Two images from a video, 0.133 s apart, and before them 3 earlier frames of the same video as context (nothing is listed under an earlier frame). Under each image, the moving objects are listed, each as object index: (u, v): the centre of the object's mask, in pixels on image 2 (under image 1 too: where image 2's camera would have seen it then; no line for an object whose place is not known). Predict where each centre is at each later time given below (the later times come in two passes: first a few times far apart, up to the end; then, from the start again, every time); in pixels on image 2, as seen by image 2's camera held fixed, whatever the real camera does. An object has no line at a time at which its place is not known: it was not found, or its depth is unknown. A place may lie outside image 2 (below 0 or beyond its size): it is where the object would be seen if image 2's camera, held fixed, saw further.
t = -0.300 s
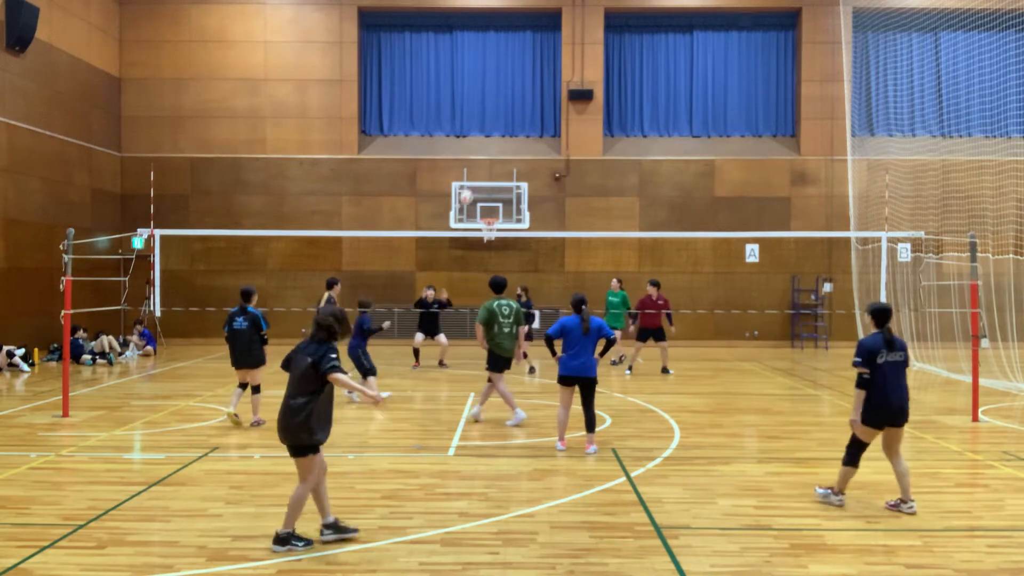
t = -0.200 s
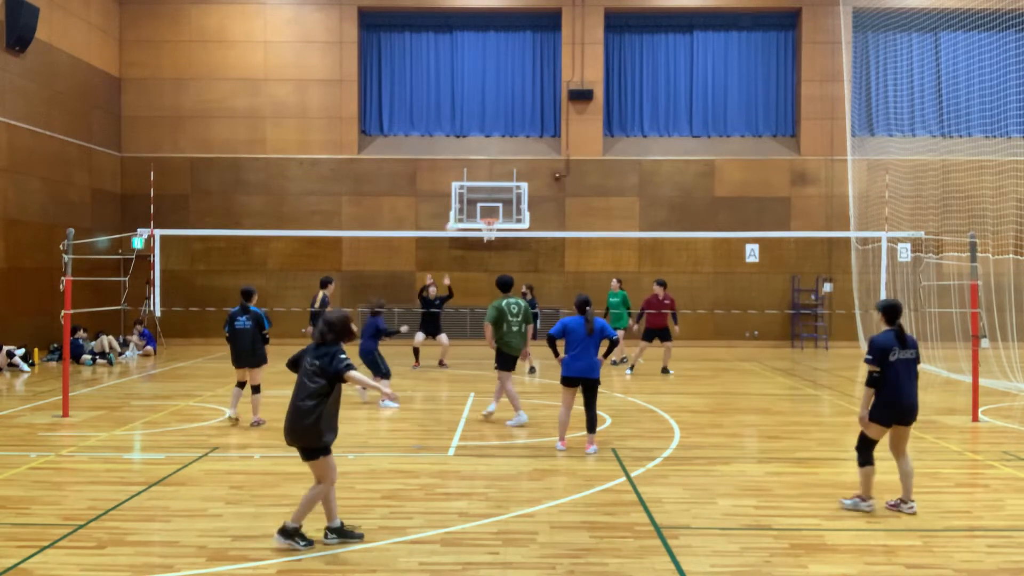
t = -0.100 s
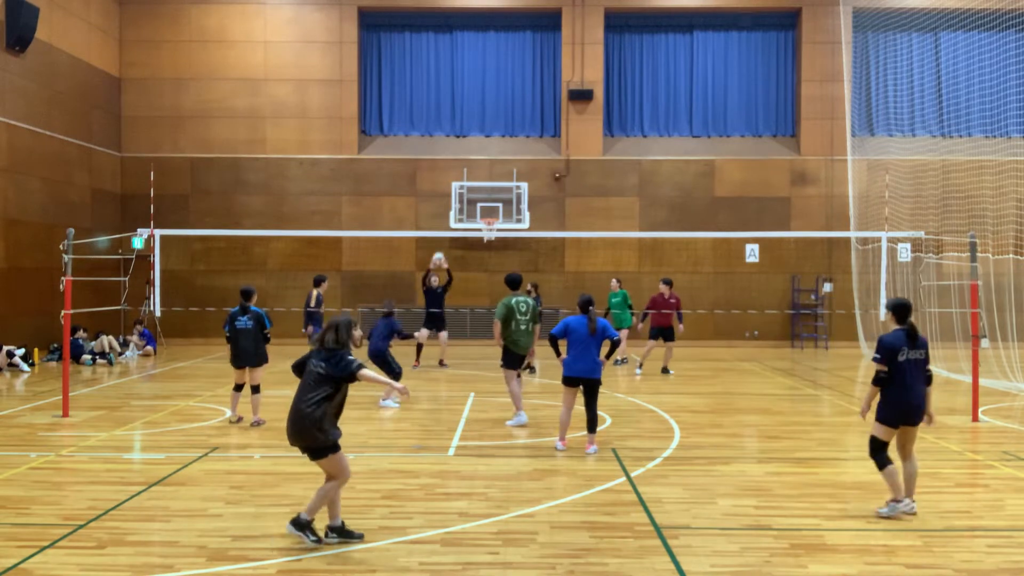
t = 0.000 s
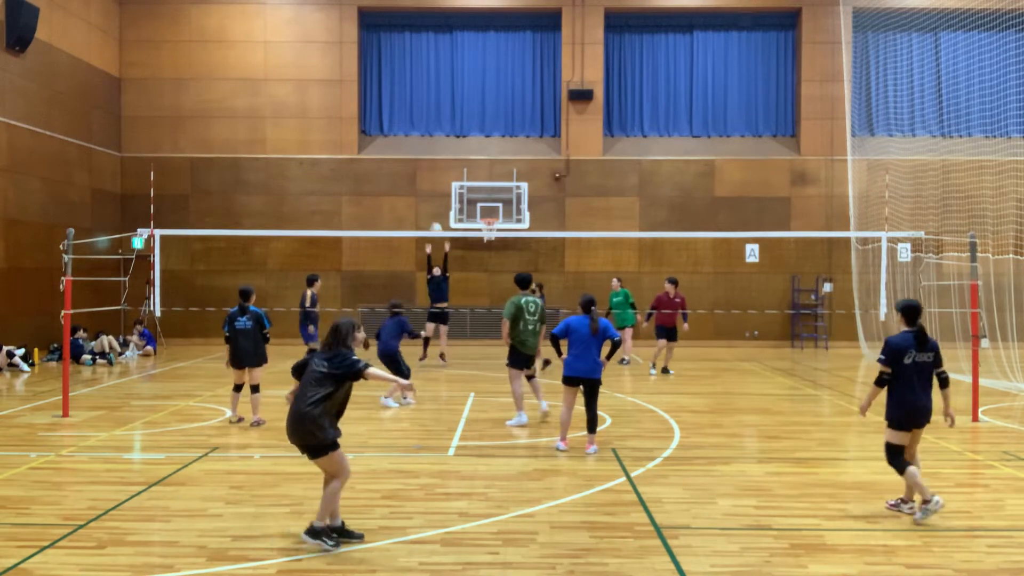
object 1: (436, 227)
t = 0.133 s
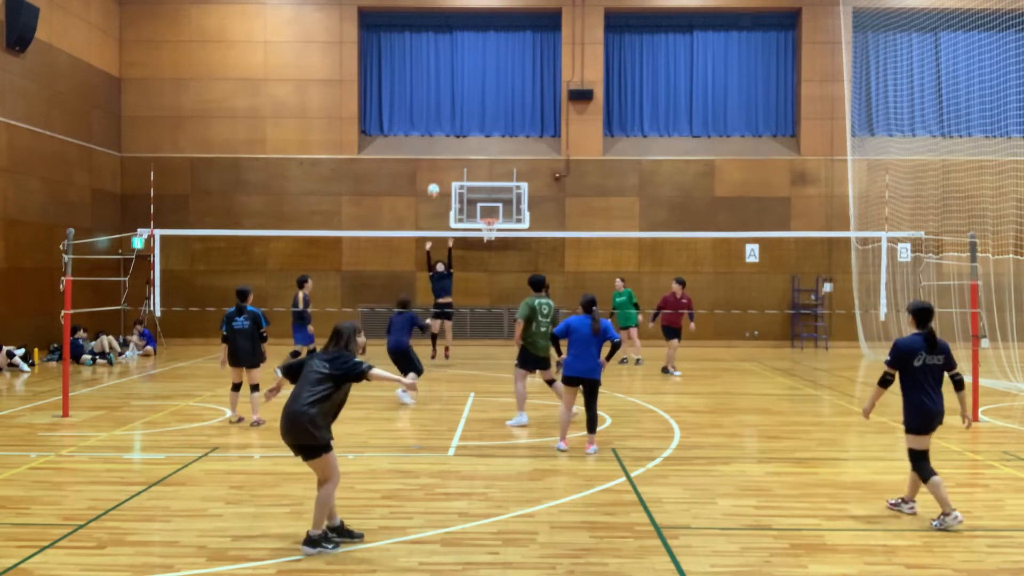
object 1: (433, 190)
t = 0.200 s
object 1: (432, 174)
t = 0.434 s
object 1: (427, 134)
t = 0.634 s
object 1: (423, 124)
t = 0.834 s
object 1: (418, 138)
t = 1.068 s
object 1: (414, 190)
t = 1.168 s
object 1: (411, 223)
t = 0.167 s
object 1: (433, 181)
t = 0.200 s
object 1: (432, 174)
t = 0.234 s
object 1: (431, 167)
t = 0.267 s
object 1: (430, 160)
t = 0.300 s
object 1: (430, 154)
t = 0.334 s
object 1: (429, 148)
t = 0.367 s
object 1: (429, 143)
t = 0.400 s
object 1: (428, 138)
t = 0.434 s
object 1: (427, 134)
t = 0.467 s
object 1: (427, 131)
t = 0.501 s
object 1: (426, 129)
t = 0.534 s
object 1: (425, 127)
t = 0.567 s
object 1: (425, 125)
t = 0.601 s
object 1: (424, 124)
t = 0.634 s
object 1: (423, 124)
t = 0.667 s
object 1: (422, 125)
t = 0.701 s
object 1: (422, 126)
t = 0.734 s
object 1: (421, 128)
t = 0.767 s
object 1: (420, 130)
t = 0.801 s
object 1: (420, 134)
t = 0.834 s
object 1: (418, 138)
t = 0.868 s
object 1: (418, 143)
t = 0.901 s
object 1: (417, 149)
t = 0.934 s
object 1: (416, 155)
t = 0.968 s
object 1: (416, 162)
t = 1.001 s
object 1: (415, 171)
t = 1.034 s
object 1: (414, 180)
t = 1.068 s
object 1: (414, 190)
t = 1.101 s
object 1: (413, 200)
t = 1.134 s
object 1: (412, 211)
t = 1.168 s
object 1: (411, 223)
